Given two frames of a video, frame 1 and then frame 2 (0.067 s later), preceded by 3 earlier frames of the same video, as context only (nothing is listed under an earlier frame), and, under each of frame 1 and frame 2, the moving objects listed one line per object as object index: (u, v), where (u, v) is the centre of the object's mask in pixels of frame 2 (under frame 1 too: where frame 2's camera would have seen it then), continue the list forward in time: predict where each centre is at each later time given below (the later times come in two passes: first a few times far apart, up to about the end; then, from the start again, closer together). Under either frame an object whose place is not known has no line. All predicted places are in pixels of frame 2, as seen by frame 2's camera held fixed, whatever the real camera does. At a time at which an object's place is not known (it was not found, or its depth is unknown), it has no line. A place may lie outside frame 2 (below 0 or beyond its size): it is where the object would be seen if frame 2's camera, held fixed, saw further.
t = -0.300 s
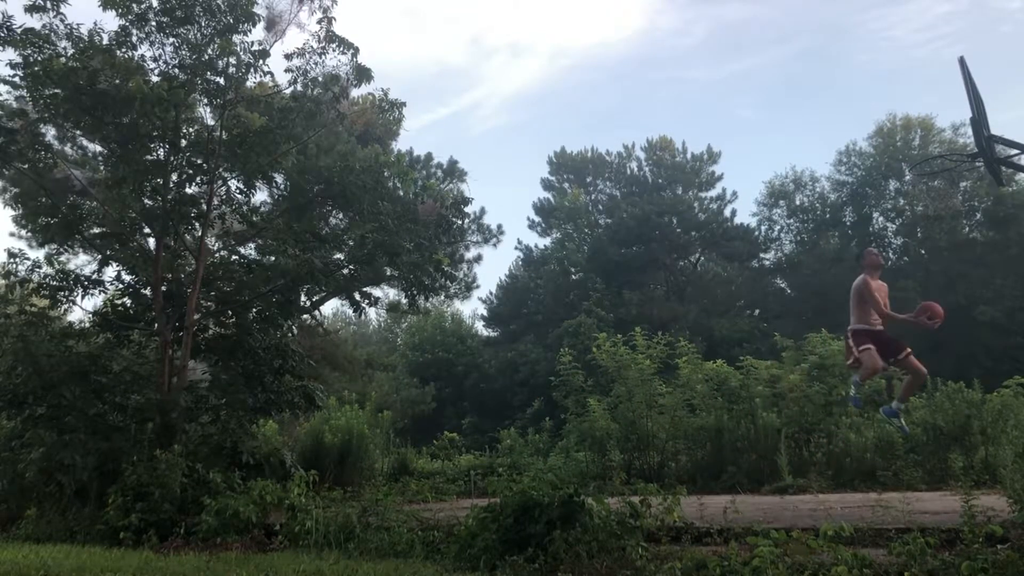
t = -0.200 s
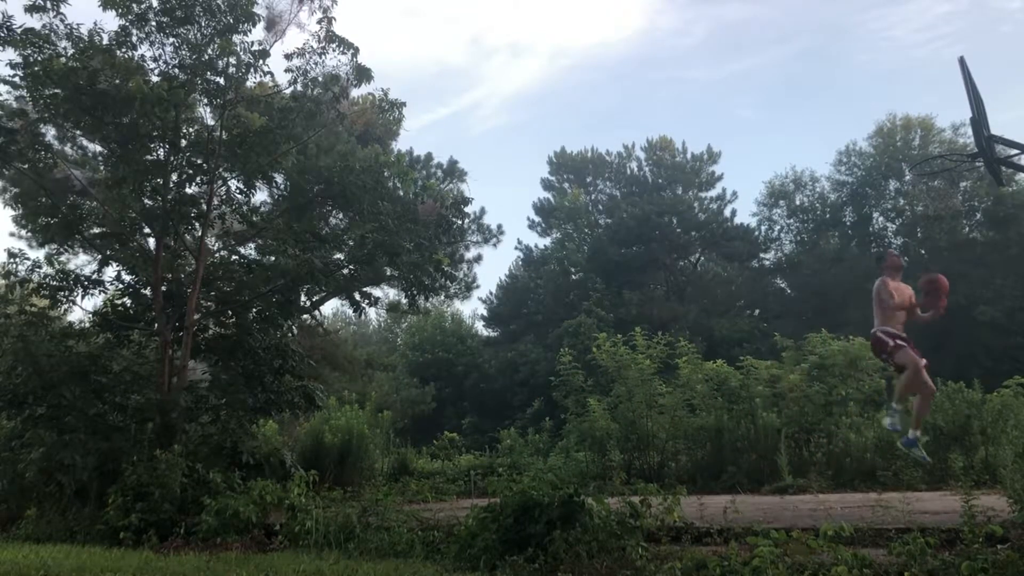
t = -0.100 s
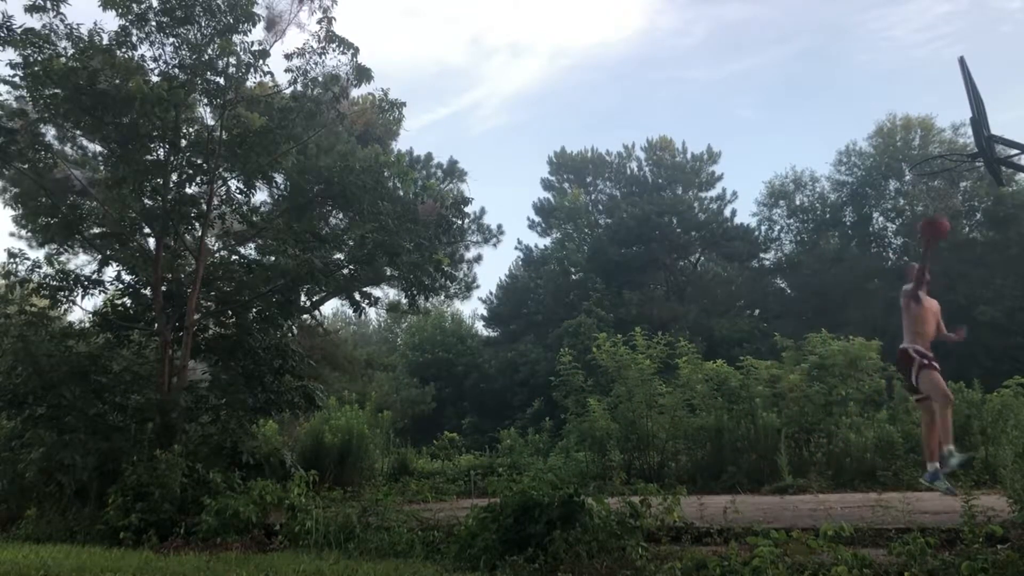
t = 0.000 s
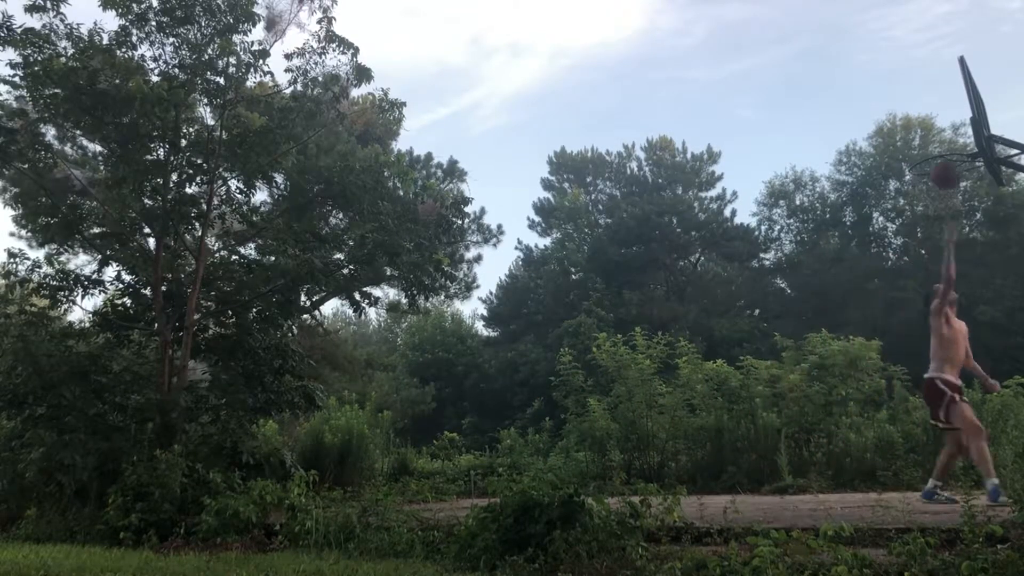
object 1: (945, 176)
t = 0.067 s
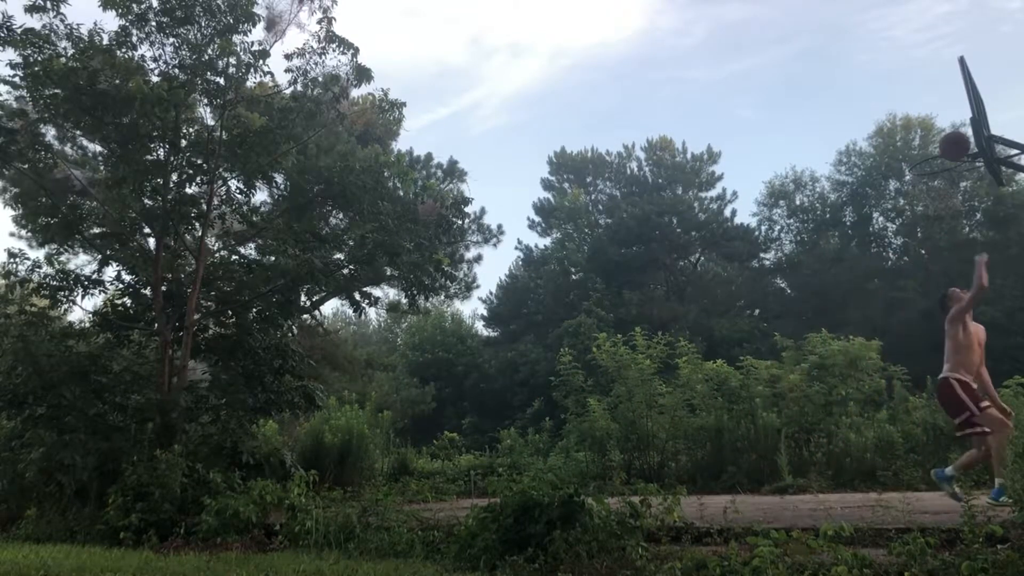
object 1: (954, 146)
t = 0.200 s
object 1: (953, 119)
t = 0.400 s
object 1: (935, 133)
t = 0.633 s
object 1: (929, 193)
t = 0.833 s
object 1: (944, 245)
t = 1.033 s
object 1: (968, 345)
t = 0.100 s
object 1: (959, 132)
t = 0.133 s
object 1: (959, 124)
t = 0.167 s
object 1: (956, 121)
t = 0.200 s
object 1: (953, 119)
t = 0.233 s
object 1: (950, 119)
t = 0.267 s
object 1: (946, 119)
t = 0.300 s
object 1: (944, 121)
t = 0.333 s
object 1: (941, 124)
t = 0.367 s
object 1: (938, 128)
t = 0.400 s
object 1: (935, 133)
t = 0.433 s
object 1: (934, 140)
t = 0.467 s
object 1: (931, 147)
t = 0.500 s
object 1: (929, 157)
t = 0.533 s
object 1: (929, 167)
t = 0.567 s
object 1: (926, 178)
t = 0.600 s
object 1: (926, 186)
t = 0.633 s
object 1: (929, 193)
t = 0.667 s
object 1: (933, 199)
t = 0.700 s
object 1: (934, 208)
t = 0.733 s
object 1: (935, 214)
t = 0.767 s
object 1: (939, 223)
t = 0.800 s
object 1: (941, 233)
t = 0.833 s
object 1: (944, 245)
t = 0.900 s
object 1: (951, 273)
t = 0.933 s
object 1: (955, 289)
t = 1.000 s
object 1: (963, 325)
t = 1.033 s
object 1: (968, 345)
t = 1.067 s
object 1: (973, 366)
